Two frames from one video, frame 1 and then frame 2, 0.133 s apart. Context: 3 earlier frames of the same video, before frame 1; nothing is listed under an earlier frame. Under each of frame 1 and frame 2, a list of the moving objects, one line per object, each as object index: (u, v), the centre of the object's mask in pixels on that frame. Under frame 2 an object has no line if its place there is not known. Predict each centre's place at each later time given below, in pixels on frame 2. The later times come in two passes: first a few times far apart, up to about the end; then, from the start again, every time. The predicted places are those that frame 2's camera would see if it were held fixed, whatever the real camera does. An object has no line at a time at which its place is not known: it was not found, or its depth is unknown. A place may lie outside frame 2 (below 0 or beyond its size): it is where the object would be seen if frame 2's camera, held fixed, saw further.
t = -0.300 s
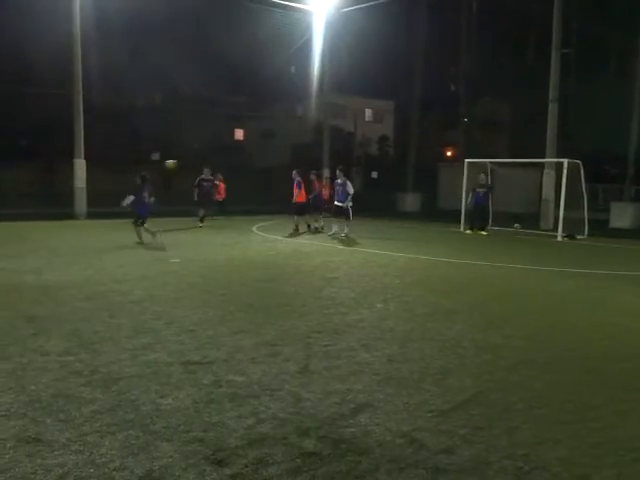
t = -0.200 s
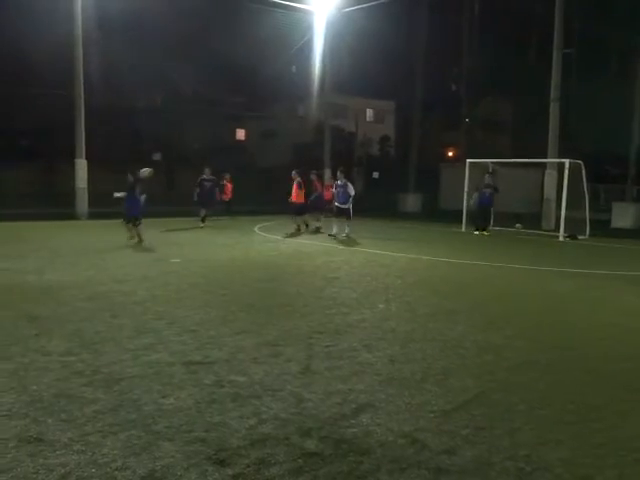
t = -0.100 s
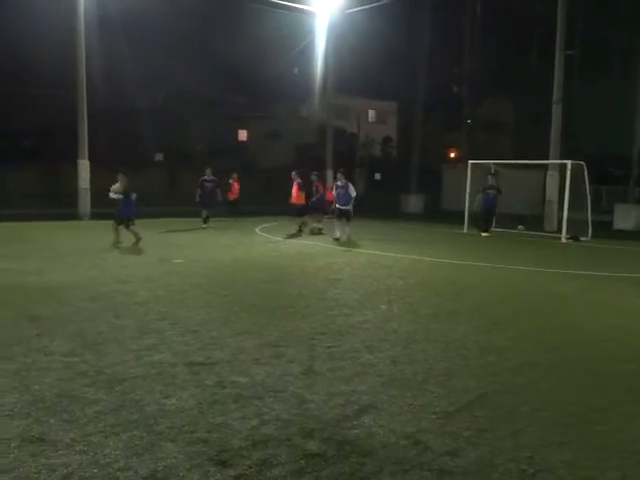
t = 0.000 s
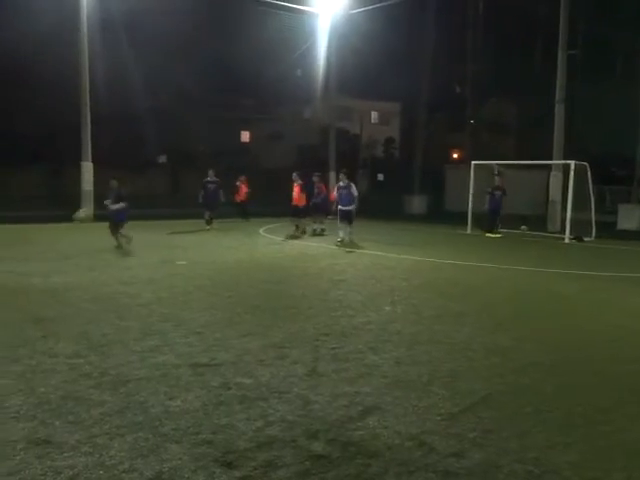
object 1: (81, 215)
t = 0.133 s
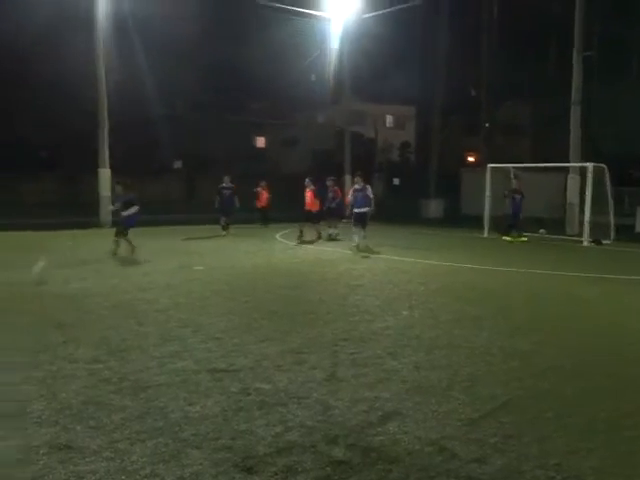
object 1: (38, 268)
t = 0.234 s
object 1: (9, 264)
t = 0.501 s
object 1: (-74, 248)
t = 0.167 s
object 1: (28, 275)
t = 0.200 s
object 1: (18, 270)
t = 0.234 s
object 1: (9, 264)
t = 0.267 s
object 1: (0, 259)
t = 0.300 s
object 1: (-8, 256)
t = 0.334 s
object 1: (-20, 251)
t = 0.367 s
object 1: (-31, 250)
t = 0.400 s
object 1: (-40, 248)
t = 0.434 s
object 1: (-51, 247)
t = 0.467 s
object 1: (-63, 247)
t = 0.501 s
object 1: (-74, 248)
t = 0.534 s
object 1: (-87, 250)
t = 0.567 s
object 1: (-99, 253)
